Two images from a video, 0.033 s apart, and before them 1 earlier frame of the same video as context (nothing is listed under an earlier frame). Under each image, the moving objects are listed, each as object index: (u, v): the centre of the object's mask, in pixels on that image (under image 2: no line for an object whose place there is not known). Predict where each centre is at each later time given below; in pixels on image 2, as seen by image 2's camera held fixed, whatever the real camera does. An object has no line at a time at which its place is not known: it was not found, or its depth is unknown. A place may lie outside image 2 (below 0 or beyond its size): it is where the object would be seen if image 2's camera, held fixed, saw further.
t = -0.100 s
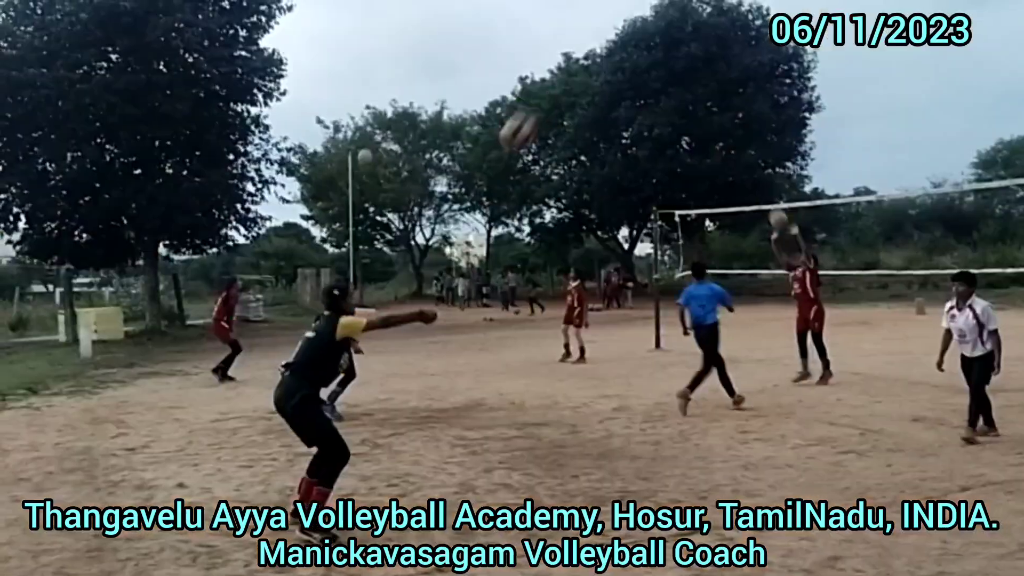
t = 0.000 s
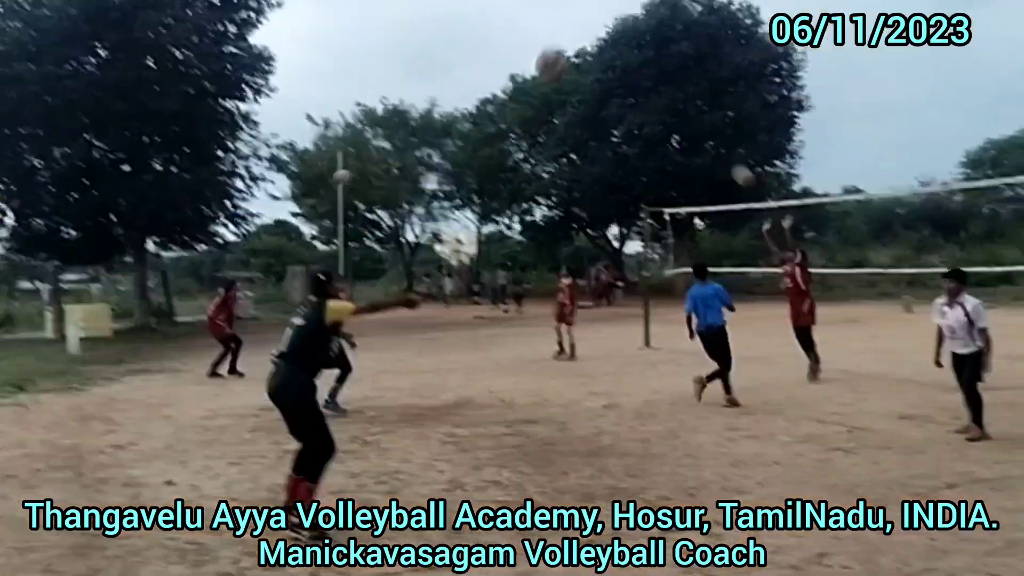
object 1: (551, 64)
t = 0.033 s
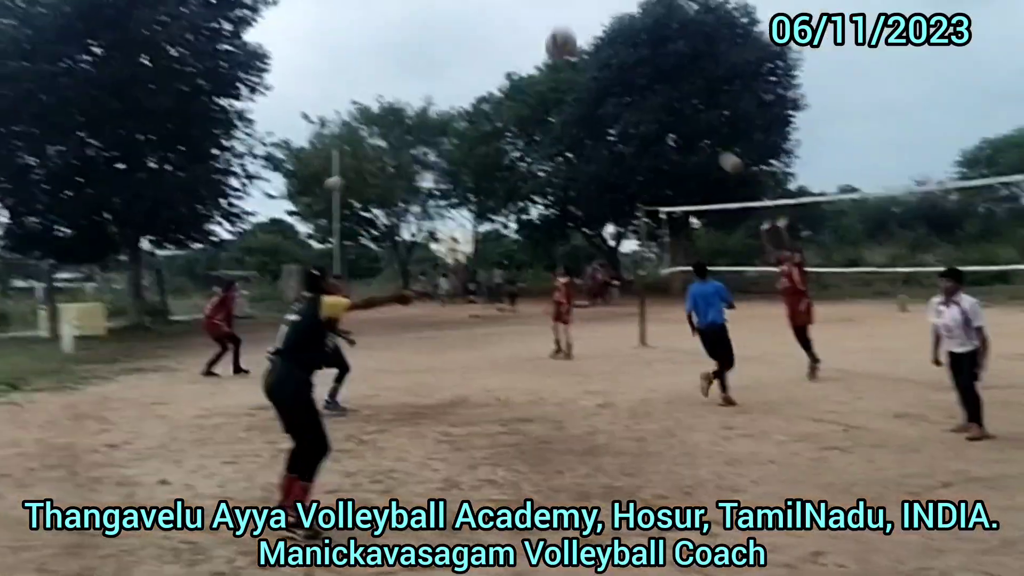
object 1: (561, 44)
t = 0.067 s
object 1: (575, 27)
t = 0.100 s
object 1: (588, 14)
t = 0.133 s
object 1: (601, 8)
